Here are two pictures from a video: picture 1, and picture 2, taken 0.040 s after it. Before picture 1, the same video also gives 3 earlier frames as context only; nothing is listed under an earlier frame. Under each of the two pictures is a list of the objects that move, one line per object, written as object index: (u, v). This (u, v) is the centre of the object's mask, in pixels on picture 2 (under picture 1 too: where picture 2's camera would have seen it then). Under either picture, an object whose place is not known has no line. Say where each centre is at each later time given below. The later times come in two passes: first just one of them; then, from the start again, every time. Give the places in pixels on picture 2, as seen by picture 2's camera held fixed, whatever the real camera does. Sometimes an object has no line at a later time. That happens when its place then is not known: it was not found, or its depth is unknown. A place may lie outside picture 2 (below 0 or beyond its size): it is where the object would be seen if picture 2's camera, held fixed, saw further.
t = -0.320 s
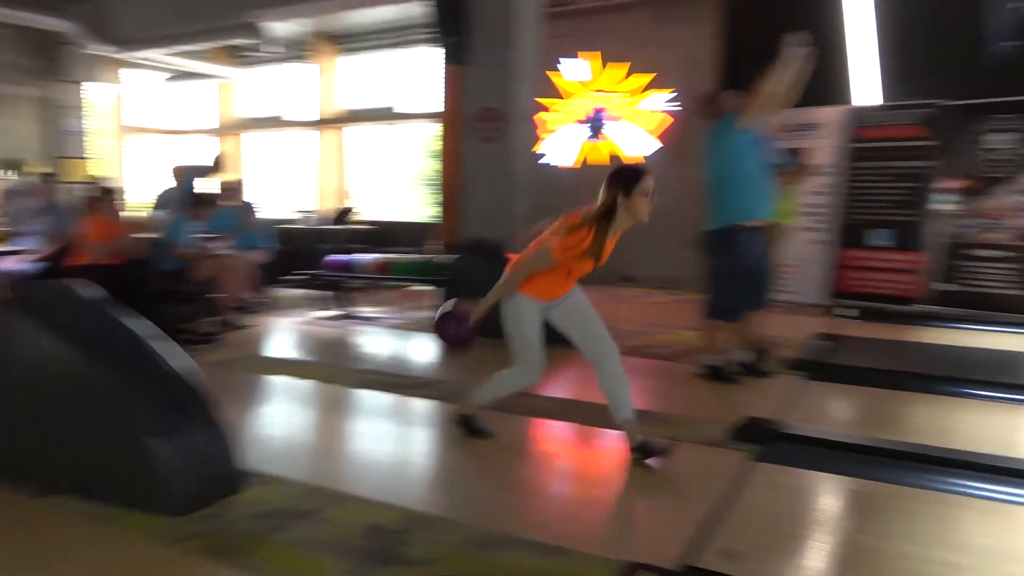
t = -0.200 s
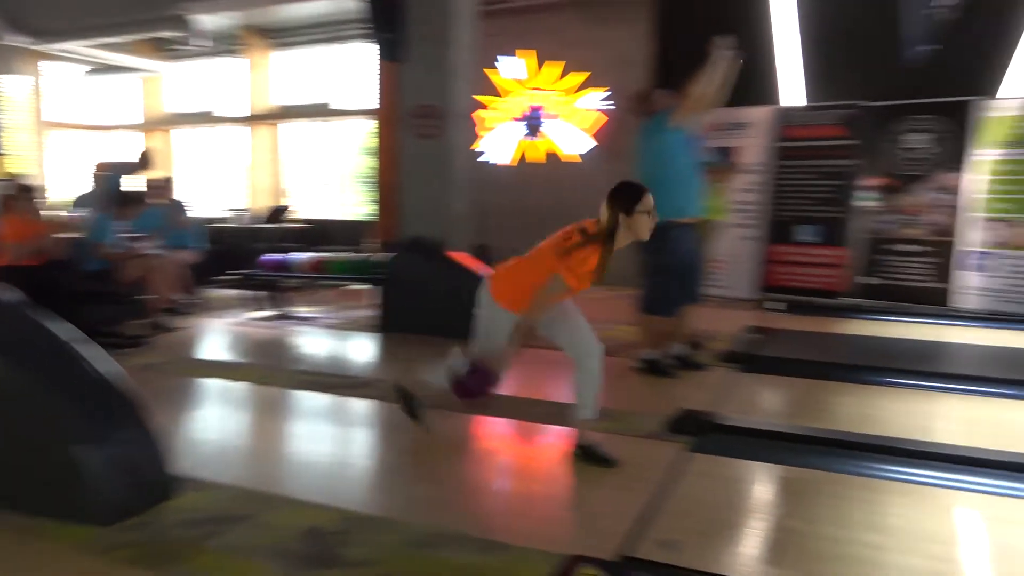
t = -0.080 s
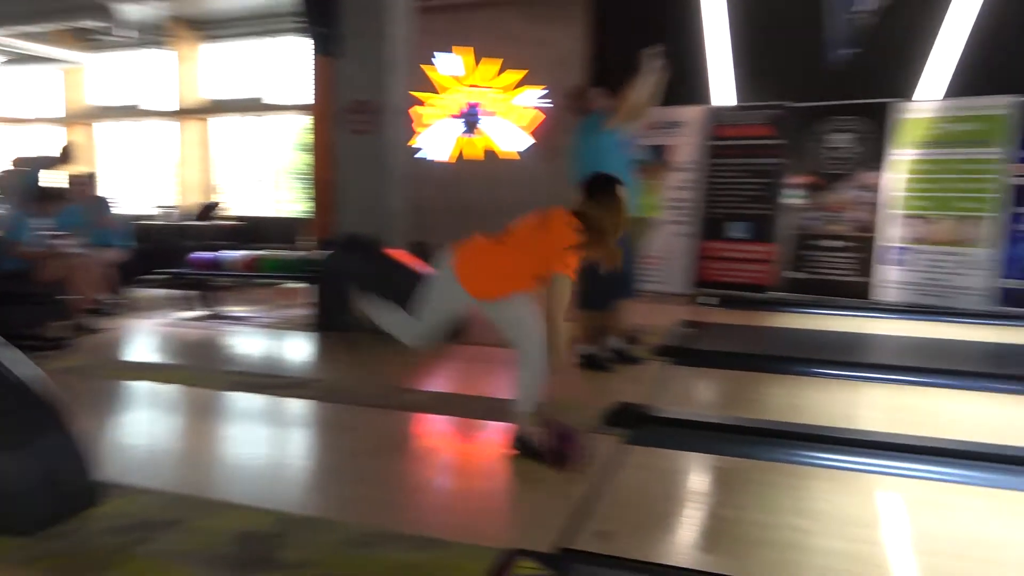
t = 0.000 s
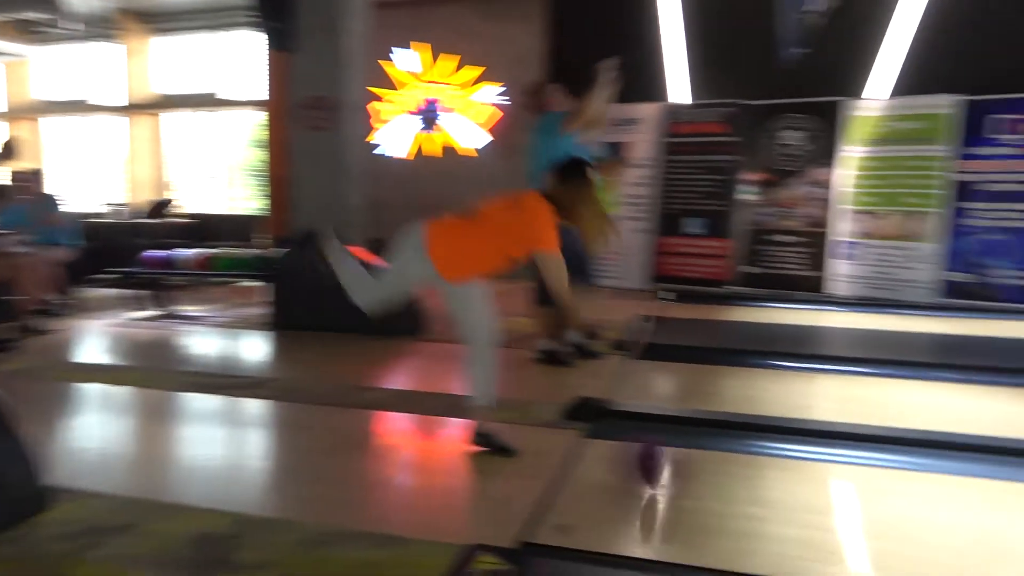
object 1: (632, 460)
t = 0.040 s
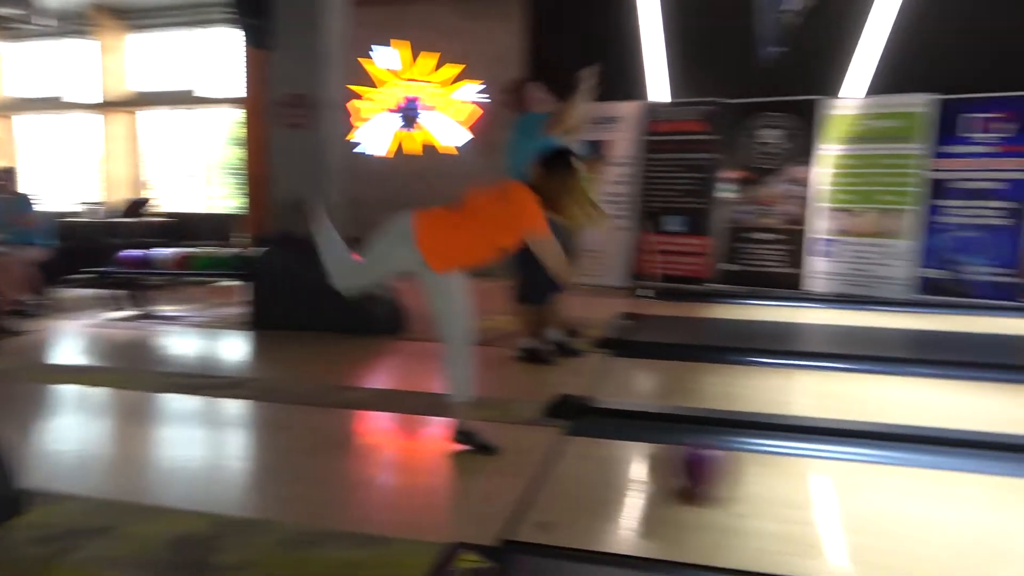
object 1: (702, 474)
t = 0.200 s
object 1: (992, 500)
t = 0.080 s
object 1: (765, 479)
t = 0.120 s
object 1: (837, 484)
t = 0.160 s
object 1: (913, 492)
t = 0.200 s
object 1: (992, 500)
